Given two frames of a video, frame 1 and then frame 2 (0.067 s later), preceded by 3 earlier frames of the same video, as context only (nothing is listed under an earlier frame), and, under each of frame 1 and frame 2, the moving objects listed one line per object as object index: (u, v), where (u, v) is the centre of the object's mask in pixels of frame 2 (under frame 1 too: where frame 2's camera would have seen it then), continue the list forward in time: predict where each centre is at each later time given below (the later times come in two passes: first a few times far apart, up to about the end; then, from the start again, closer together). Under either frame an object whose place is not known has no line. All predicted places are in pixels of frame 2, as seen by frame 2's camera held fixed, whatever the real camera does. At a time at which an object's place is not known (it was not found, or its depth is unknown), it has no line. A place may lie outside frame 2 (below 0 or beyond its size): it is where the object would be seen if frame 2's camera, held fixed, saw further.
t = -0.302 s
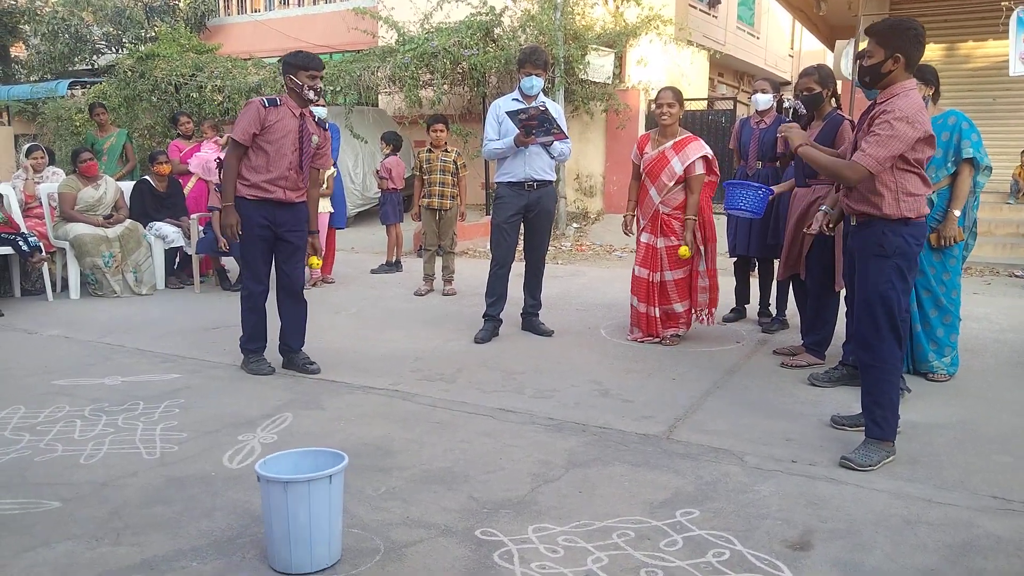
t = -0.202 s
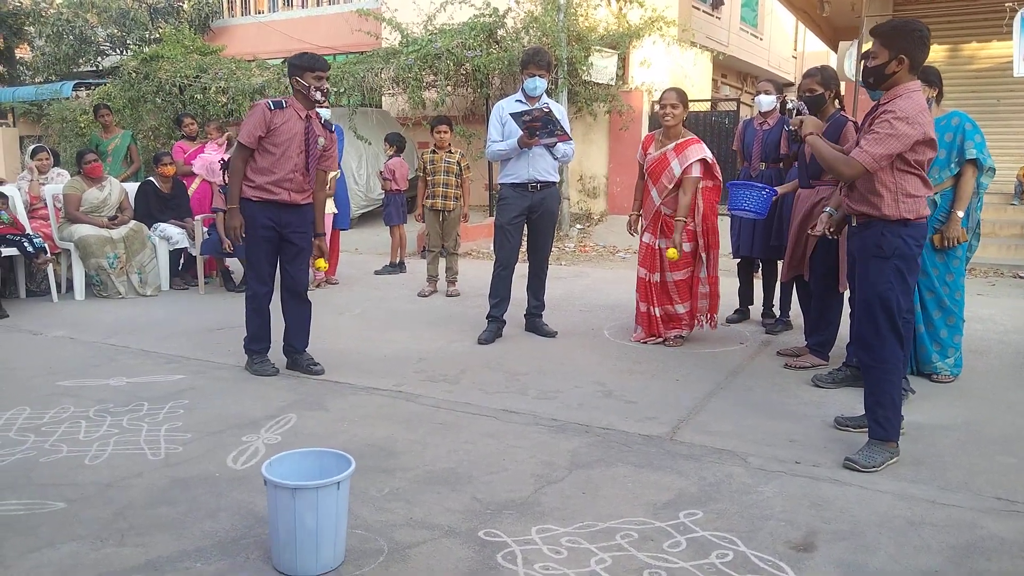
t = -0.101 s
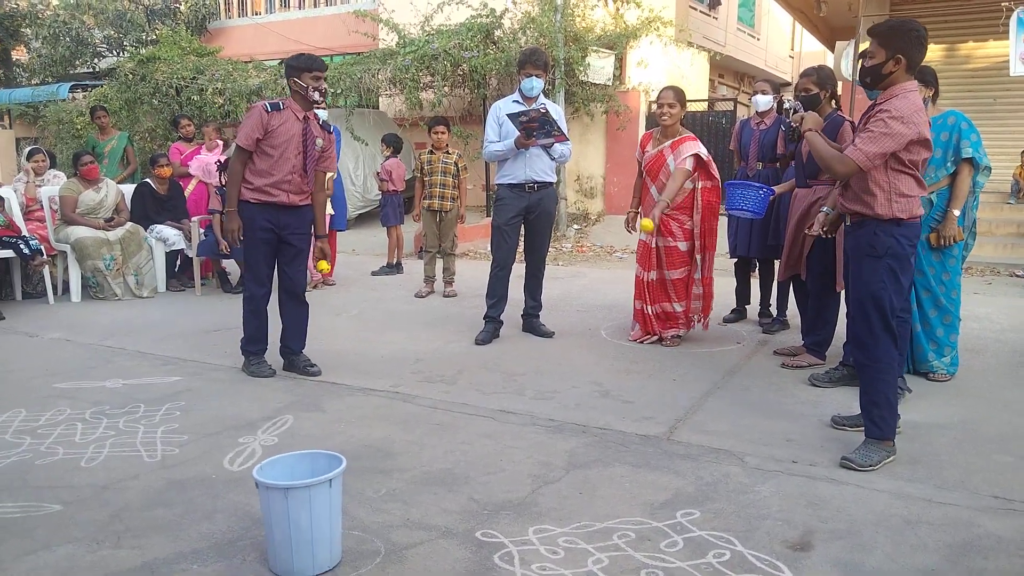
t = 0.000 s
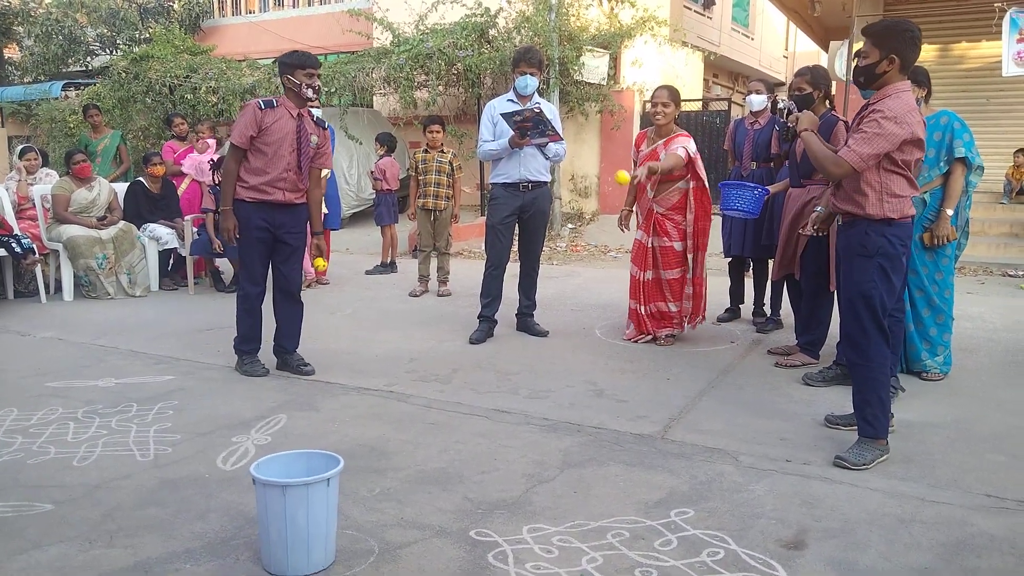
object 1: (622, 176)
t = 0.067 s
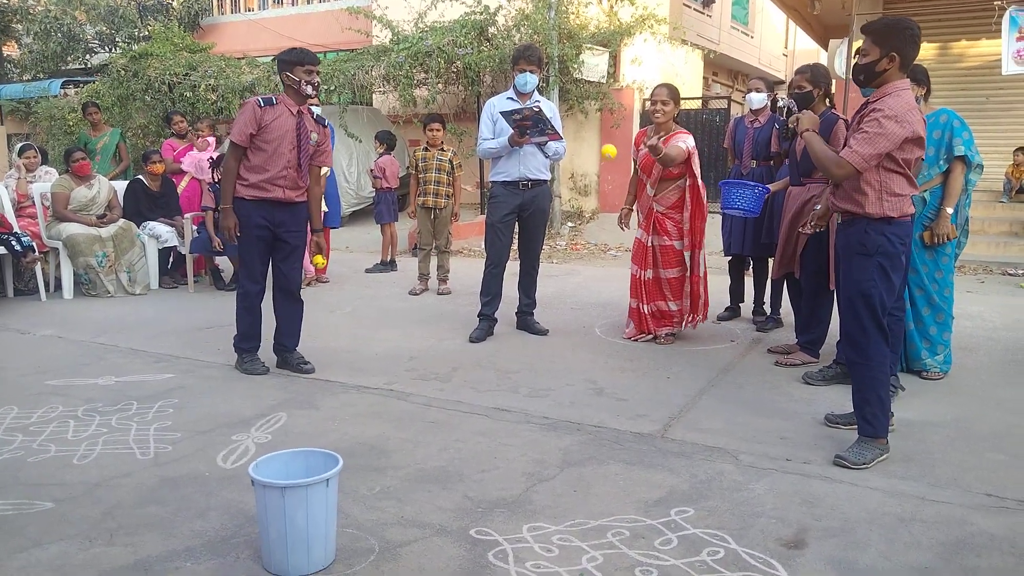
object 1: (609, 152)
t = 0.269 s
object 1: (557, 134)
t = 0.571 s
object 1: (434, 352)
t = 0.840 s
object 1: (391, 403)
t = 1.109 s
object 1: (500, 428)
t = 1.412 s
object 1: (590, 491)
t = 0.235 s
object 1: (567, 130)
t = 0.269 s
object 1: (557, 134)
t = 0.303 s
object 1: (546, 141)
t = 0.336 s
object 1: (535, 152)
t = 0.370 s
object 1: (523, 167)
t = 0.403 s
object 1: (510, 186)
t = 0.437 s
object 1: (496, 208)
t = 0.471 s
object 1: (483, 236)
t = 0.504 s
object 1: (467, 270)
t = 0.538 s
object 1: (452, 308)
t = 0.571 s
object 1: (434, 352)
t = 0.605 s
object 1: (416, 405)
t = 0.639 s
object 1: (397, 465)
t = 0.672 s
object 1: (378, 516)
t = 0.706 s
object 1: (366, 487)
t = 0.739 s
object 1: (354, 460)
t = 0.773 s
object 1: (365, 438)
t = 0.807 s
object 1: (378, 419)
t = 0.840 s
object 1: (391, 403)
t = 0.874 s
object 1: (403, 392)
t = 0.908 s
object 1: (417, 384)
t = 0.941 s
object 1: (430, 381)
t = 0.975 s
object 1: (444, 381)
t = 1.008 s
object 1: (458, 386)
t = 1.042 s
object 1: (472, 396)
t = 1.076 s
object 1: (486, 409)
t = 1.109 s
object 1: (500, 428)
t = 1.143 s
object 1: (514, 451)
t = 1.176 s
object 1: (528, 479)
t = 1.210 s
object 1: (542, 511)
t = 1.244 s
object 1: (556, 549)
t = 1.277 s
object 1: (565, 551)
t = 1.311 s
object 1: (572, 530)
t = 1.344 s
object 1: (578, 513)
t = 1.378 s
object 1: (584, 500)
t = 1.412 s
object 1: (590, 491)
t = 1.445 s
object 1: (597, 486)
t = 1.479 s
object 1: (604, 485)
